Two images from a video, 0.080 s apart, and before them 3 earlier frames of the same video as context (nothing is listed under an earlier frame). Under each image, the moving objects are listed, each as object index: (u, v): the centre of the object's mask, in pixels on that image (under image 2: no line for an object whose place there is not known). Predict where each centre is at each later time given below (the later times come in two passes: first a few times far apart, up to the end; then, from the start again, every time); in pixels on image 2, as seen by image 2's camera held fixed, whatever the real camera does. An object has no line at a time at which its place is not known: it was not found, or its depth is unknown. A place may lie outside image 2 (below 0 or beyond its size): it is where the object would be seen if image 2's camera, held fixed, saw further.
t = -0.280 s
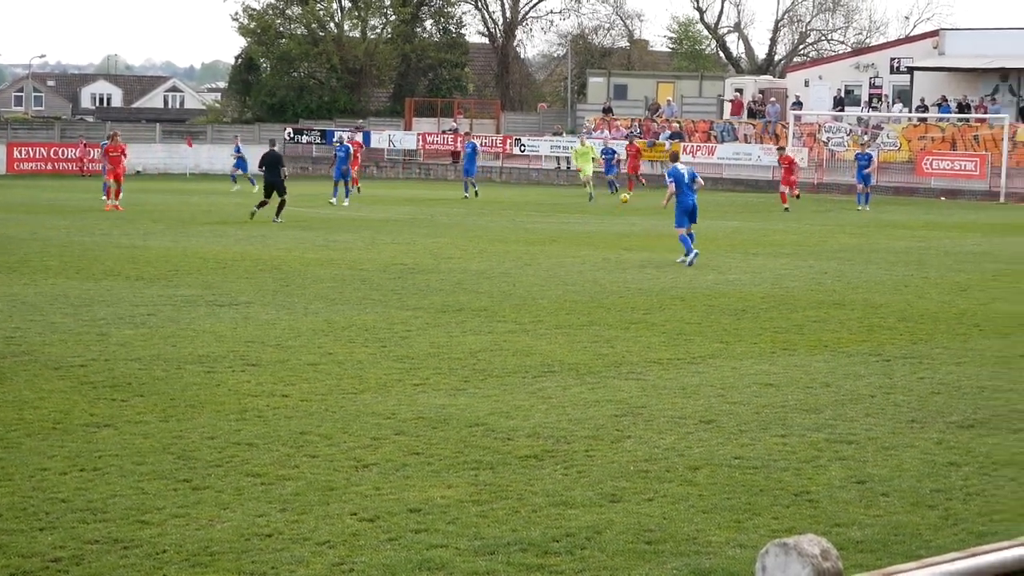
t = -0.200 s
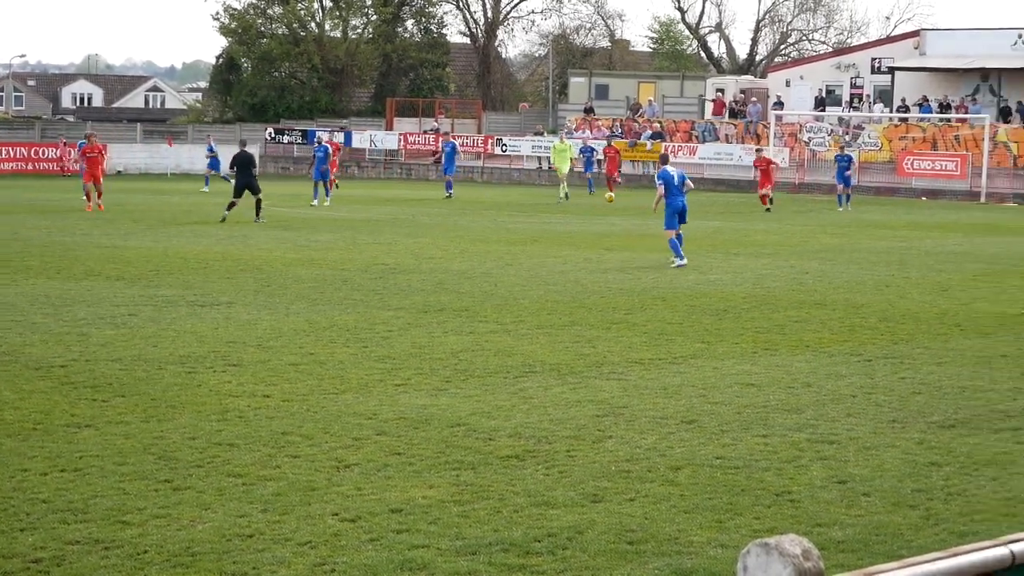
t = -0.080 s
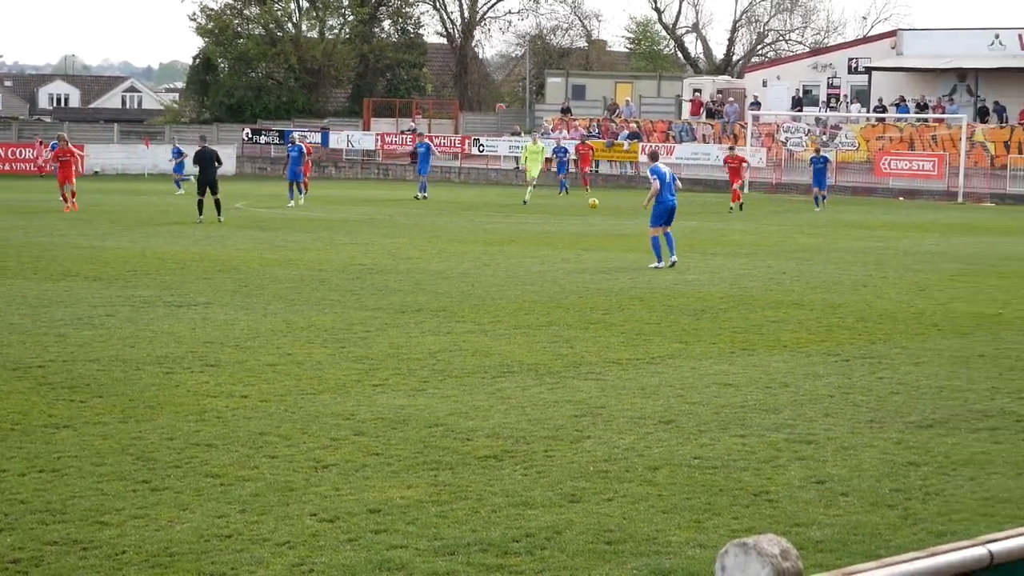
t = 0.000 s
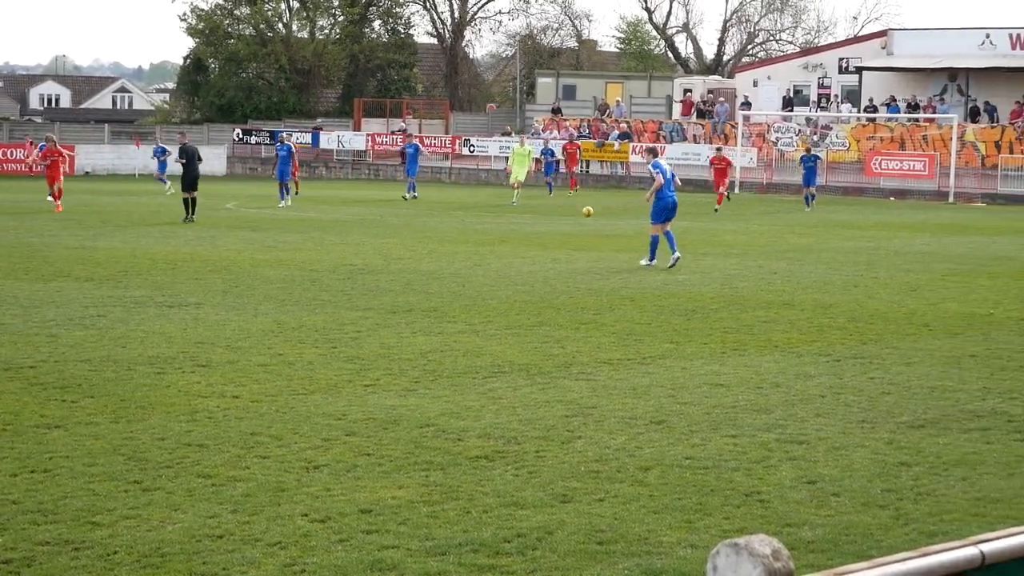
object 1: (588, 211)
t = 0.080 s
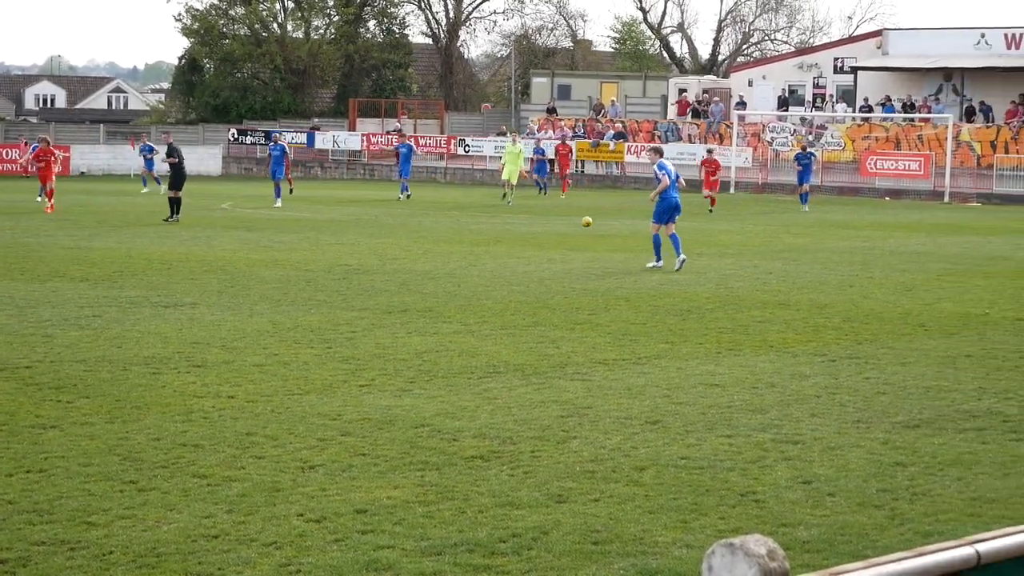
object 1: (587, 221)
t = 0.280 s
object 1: (594, 208)
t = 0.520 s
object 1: (604, 224)
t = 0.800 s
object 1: (616, 219)
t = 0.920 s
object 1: (623, 224)
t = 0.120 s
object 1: (588, 217)
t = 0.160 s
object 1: (590, 213)
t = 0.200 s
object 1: (591, 210)
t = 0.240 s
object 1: (592, 209)
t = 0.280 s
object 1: (594, 208)
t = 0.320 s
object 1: (596, 208)
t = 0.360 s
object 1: (597, 210)
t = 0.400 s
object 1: (599, 212)
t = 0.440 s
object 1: (600, 215)
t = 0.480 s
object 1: (602, 219)
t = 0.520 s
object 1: (604, 224)
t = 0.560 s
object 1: (605, 230)
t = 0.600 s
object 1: (607, 232)
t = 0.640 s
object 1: (609, 227)
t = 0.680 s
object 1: (611, 223)
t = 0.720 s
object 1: (613, 221)
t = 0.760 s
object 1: (614, 220)
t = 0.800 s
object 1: (616, 219)
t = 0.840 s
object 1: (618, 220)
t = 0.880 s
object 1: (621, 221)
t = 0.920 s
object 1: (623, 224)
